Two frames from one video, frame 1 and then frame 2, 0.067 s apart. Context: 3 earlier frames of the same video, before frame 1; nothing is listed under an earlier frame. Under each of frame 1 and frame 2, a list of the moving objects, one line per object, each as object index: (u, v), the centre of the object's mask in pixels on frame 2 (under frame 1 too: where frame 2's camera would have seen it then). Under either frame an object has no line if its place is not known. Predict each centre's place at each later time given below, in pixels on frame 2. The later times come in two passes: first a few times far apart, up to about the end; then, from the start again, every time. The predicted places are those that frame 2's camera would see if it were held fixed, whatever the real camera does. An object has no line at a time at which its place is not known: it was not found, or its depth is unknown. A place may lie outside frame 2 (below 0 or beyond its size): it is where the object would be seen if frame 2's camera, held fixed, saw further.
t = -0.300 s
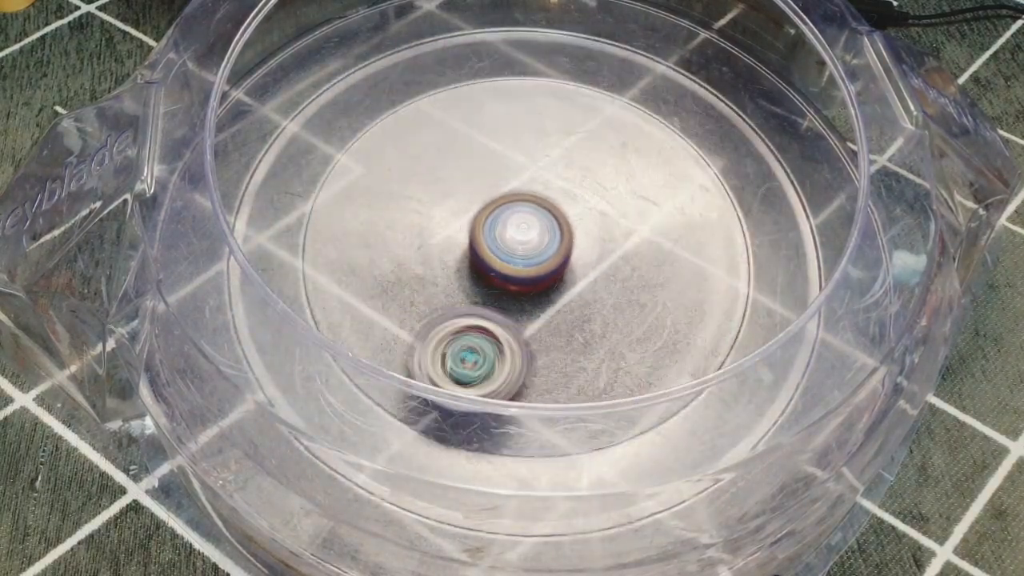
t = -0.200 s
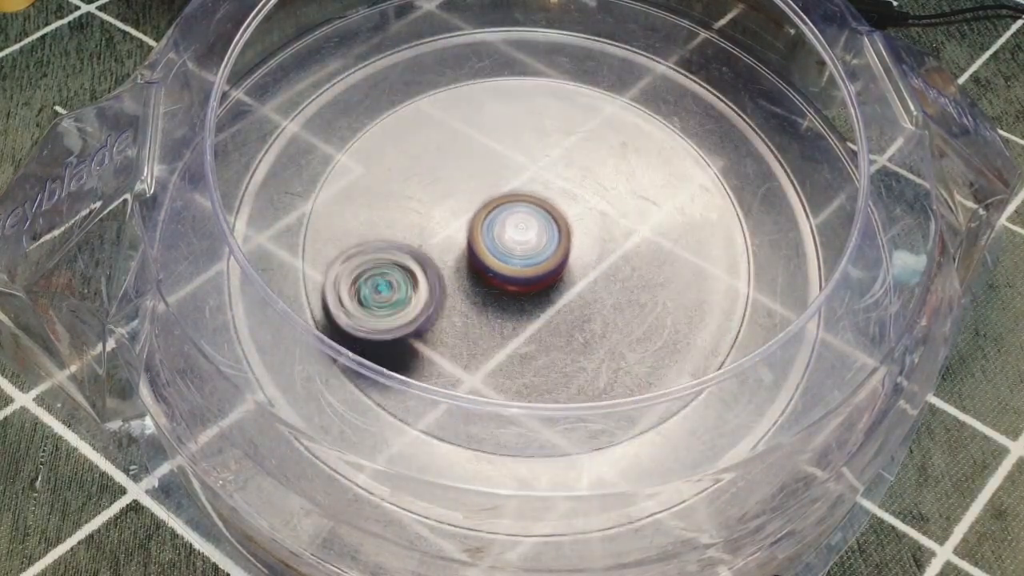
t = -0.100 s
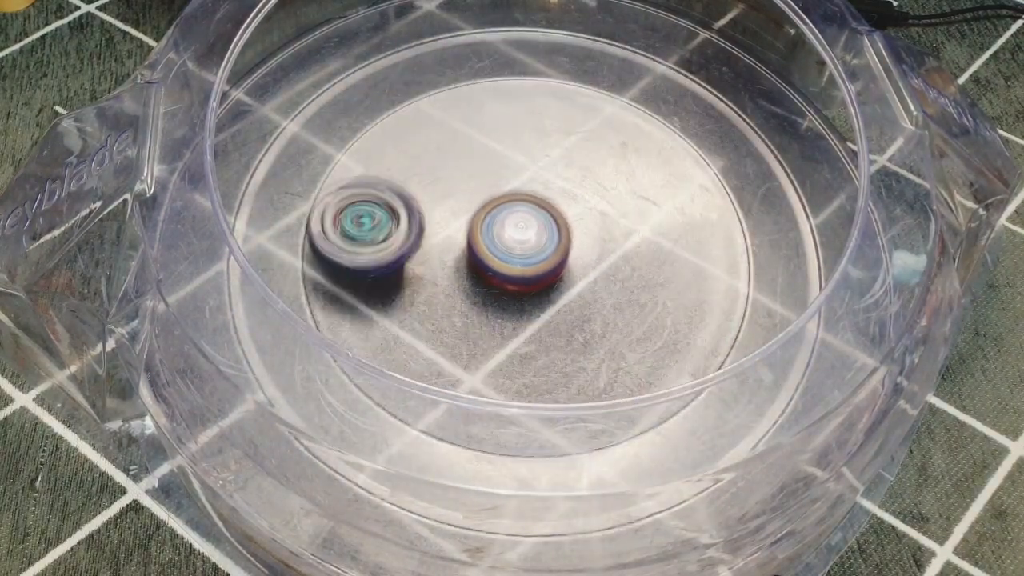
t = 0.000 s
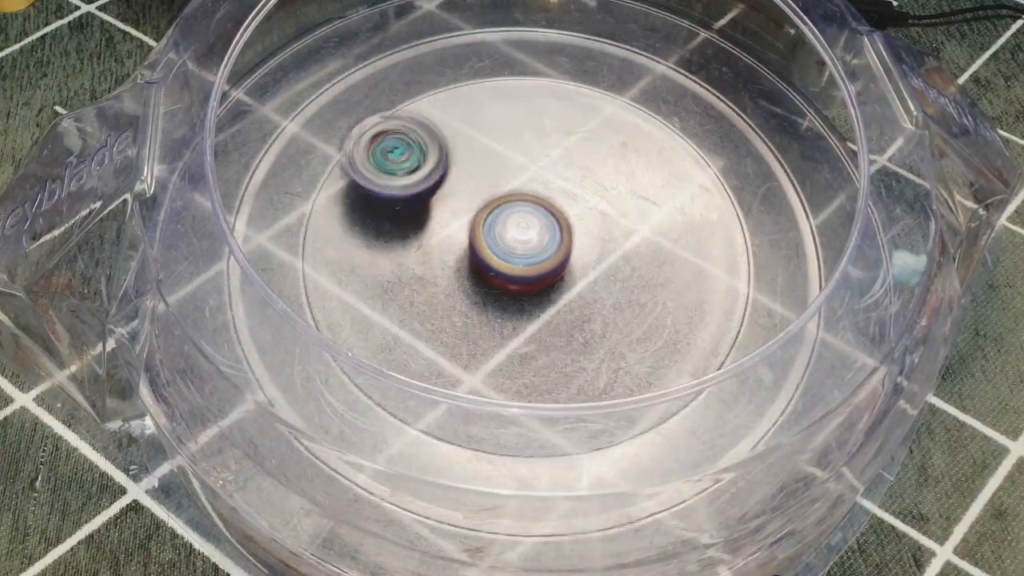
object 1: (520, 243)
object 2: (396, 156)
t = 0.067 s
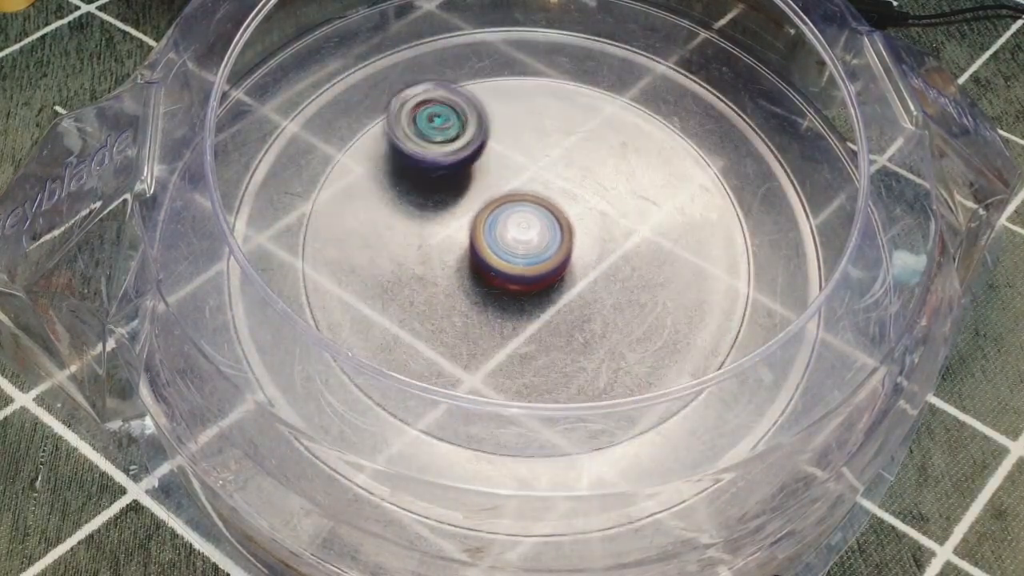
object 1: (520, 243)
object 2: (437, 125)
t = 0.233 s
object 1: (521, 245)
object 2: (573, 119)
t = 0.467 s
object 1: (525, 251)
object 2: (673, 263)
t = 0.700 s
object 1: (526, 254)
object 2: (491, 348)
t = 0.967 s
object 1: (525, 256)
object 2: (399, 179)
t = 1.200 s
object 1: (525, 255)
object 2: (569, 124)
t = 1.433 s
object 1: (525, 254)
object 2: (670, 256)
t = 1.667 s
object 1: (525, 250)
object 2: (483, 339)
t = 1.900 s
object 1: (524, 250)
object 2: (402, 187)
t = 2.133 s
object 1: (524, 247)
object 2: (564, 131)
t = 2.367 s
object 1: (522, 244)
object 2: (640, 273)
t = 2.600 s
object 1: (525, 242)
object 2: (470, 320)
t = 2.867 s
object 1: (524, 246)
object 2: (441, 167)
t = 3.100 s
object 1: (522, 251)
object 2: (588, 150)
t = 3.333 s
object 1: (509, 254)
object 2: (620, 266)
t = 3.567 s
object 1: (478, 230)
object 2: (554, 326)
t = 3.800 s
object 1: (496, 199)
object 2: (507, 302)
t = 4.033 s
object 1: (524, 193)
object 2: (515, 285)
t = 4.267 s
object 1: (549, 193)
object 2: (537, 299)
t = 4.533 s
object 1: (560, 204)
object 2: (559, 301)
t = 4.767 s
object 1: (549, 211)
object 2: (567, 310)
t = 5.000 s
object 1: (530, 219)
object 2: (568, 320)
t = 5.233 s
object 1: (485, 197)
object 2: (597, 334)
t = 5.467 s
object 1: (496, 214)
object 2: (583, 302)
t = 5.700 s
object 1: (488, 226)
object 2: (595, 274)
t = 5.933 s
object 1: (484, 235)
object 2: (651, 257)
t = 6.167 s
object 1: (512, 256)
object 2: (622, 221)
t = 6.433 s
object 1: (524, 272)
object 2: (588, 176)
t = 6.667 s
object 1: (543, 280)
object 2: (529, 145)
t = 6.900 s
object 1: (557, 272)
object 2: (464, 143)
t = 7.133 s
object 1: (558, 256)
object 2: (422, 185)
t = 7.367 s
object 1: (552, 236)
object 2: (437, 250)
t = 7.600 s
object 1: (550, 210)
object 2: (470, 324)
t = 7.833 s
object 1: (534, 207)
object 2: (544, 340)
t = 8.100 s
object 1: (512, 223)
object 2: (612, 295)
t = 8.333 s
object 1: (498, 242)
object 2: (620, 224)
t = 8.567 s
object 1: (496, 259)
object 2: (575, 168)
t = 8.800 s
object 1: (508, 271)
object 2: (498, 158)
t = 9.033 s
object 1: (527, 270)
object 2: (443, 189)
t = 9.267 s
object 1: (546, 262)
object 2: (431, 257)
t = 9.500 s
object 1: (555, 247)
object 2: (476, 305)
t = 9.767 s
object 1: (557, 217)
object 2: (554, 339)
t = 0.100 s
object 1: (520, 243)
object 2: (461, 117)
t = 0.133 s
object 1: (521, 244)
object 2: (488, 108)
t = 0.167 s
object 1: (521, 244)
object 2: (518, 107)
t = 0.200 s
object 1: (521, 244)
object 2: (545, 114)
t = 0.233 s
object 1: (521, 245)
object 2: (573, 119)
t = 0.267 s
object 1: (521, 245)
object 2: (599, 129)
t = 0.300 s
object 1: (522, 246)
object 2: (624, 145)
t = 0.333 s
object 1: (522, 246)
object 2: (645, 164)
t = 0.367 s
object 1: (523, 246)
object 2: (661, 186)
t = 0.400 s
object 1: (523, 248)
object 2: (673, 212)
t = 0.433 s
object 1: (524, 249)
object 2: (676, 238)
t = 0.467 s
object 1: (525, 251)
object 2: (673, 263)
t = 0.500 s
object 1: (525, 253)
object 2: (660, 290)
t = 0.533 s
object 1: (525, 254)
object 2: (642, 313)
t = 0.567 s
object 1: (526, 254)
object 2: (618, 332)
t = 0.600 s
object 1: (526, 255)
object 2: (590, 345)
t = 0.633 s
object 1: (526, 254)
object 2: (557, 354)
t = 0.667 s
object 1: (526, 254)
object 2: (522, 354)
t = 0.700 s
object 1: (526, 254)
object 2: (491, 348)
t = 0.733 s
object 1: (526, 254)
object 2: (461, 337)
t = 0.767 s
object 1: (525, 255)
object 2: (422, 313)
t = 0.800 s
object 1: (525, 255)
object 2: (404, 288)
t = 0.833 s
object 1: (525, 255)
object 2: (392, 264)
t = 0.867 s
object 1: (525, 255)
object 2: (388, 253)
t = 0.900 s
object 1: (525, 255)
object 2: (385, 226)
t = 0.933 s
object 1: (525, 256)
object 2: (389, 203)
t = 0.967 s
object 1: (525, 256)
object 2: (399, 179)
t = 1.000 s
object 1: (525, 256)
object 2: (414, 159)
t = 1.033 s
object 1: (524, 256)
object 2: (434, 144)
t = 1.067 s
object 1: (525, 256)
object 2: (458, 131)
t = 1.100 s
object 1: (525, 256)
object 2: (484, 120)
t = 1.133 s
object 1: (525, 255)
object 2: (513, 118)
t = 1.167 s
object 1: (525, 255)
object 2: (542, 117)
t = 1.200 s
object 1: (525, 255)
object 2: (569, 124)
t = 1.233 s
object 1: (525, 255)
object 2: (597, 138)
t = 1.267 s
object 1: (525, 255)
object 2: (621, 151)
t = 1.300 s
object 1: (525, 255)
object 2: (632, 161)
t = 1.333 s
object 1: (526, 255)
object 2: (650, 179)
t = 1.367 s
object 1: (526, 255)
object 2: (664, 204)
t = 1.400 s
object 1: (526, 255)
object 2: (672, 228)
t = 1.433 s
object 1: (525, 254)
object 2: (670, 256)
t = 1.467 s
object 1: (525, 254)
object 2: (658, 282)
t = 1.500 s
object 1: (524, 253)
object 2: (639, 308)
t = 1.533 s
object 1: (524, 253)
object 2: (615, 329)
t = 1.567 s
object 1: (523, 253)
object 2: (584, 342)
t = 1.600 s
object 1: (523, 251)
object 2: (552, 349)
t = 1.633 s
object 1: (524, 250)
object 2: (516, 348)
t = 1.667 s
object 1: (525, 250)
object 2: (483, 339)
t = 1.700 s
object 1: (525, 251)
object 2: (453, 325)
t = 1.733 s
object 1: (525, 251)
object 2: (428, 308)
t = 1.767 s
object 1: (525, 251)
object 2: (402, 272)
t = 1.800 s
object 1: (524, 251)
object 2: (391, 247)
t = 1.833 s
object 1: (524, 251)
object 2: (390, 222)
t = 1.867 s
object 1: (524, 251)
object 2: (393, 209)
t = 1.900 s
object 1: (524, 250)
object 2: (402, 187)
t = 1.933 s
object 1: (524, 250)
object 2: (416, 167)
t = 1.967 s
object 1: (524, 249)
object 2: (435, 151)
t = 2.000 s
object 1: (524, 249)
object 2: (459, 139)
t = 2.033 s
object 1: (523, 248)
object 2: (482, 126)
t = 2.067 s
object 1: (524, 247)
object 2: (508, 121)
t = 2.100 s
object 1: (524, 247)
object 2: (536, 122)
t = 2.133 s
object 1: (524, 247)
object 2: (564, 131)
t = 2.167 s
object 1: (524, 247)
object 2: (589, 142)
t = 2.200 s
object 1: (524, 246)
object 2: (614, 157)
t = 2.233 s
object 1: (524, 246)
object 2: (634, 176)
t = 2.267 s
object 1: (524, 246)
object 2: (647, 201)
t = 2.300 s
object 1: (523, 246)
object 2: (654, 224)
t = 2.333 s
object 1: (523, 245)
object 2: (650, 250)
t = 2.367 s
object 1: (522, 244)
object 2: (640, 273)
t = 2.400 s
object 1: (522, 244)
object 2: (625, 293)
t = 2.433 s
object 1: (522, 244)
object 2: (607, 312)
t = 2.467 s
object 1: (521, 243)
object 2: (583, 327)
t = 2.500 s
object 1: (521, 242)
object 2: (554, 336)
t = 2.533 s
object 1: (522, 242)
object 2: (527, 340)
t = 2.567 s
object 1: (524, 241)
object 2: (497, 333)
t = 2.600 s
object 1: (525, 242)
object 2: (470, 320)
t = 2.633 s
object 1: (525, 244)
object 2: (445, 305)
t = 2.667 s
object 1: (524, 245)
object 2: (425, 285)
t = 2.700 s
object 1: (524, 246)
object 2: (410, 264)
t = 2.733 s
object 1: (523, 246)
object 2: (405, 238)
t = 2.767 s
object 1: (522, 246)
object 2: (411, 209)
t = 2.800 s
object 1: (522, 246)
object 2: (422, 191)
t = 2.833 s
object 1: (523, 246)
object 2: (434, 172)
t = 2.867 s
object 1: (524, 246)
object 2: (441, 167)
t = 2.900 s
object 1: (524, 245)
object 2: (460, 152)
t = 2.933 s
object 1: (524, 245)
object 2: (481, 142)
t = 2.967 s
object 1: (524, 245)
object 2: (504, 138)
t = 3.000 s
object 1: (523, 245)
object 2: (527, 139)
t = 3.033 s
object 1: (524, 248)
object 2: (548, 139)
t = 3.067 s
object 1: (523, 250)
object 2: (568, 142)
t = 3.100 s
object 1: (522, 251)
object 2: (588, 150)
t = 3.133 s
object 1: (521, 252)
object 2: (606, 160)
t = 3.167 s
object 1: (521, 252)
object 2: (620, 174)
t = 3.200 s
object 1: (519, 253)
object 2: (629, 191)
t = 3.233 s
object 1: (519, 253)
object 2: (634, 212)
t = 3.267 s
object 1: (518, 254)
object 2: (632, 233)
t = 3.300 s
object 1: (512, 254)
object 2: (628, 250)
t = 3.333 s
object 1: (509, 254)
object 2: (620, 266)
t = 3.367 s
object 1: (504, 253)
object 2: (613, 280)
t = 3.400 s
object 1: (500, 252)
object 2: (605, 293)
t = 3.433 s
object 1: (497, 250)
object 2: (593, 302)
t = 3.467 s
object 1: (493, 247)
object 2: (577, 308)
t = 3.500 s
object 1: (484, 240)
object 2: (574, 317)
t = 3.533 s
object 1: (479, 234)
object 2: (565, 323)
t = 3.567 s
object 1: (478, 230)
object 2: (554, 326)
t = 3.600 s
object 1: (479, 227)
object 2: (539, 324)
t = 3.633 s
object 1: (481, 224)
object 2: (527, 320)
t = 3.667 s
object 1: (483, 219)
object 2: (516, 311)
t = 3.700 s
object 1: (485, 215)
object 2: (510, 305)
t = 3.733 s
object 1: (486, 211)
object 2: (509, 303)
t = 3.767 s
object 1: (493, 206)
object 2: (505, 297)
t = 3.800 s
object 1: (496, 199)
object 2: (507, 302)
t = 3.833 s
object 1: (499, 193)
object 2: (508, 304)
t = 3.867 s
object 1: (504, 192)
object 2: (507, 303)
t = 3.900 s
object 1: (509, 190)
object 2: (507, 300)
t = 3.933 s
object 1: (512, 191)
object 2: (508, 298)
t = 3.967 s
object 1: (517, 192)
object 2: (510, 293)
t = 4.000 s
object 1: (520, 192)
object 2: (512, 290)
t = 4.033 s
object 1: (524, 193)
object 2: (515, 285)
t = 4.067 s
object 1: (528, 192)
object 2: (521, 287)
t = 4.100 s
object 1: (531, 183)
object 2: (526, 295)
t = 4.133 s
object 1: (534, 183)
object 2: (528, 301)
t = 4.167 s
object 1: (538, 184)
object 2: (530, 303)
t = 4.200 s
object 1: (541, 187)
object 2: (532, 303)
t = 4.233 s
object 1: (546, 190)
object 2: (533, 301)
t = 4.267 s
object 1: (549, 193)
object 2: (537, 299)
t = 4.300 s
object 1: (552, 197)
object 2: (540, 296)
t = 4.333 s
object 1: (555, 200)
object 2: (543, 292)
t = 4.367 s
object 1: (557, 199)
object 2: (548, 294)
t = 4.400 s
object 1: (557, 198)
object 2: (551, 297)
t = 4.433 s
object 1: (558, 201)
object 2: (552, 298)
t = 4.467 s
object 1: (560, 202)
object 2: (553, 297)
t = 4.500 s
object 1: (561, 205)
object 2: (554, 295)
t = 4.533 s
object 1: (560, 204)
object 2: (559, 301)
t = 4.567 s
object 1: (557, 201)
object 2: (559, 308)
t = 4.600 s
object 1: (556, 202)
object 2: (558, 311)
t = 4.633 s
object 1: (557, 205)
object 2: (559, 312)
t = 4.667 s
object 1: (556, 207)
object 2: (560, 312)
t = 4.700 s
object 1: (555, 210)
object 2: (561, 309)
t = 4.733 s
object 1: (555, 212)
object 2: (561, 305)
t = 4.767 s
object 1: (549, 211)
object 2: (567, 310)
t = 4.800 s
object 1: (543, 207)
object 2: (572, 319)
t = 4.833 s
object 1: (538, 208)
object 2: (573, 324)
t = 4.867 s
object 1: (538, 210)
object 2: (573, 327)
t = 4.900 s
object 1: (537, 211)
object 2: (573, 327)
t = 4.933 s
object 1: (535, 214)
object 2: (572, 326)
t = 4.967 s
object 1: (533, 216)
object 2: (570, 324)
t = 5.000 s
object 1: (530, 219)
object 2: (568, 320)
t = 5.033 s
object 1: (527, 221)
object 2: (566, 315)
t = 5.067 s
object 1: (524, 223)
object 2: (565, 309)
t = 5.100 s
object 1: (519, 222)
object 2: (568, 308)
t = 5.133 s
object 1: (505, 210)
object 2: (585, 321)
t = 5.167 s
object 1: (494, 201)
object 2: (594, 328)
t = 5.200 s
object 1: (487, 197)
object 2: (597, 332)
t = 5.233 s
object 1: (485, 197)
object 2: (597, 334)
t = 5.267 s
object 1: (487, 197)
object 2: (596, 332)
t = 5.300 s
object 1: (488, 198)
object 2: (595, 330)
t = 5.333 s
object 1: (489, 201)
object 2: (594, 324)
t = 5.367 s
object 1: (491, 204)
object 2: (592, 319)
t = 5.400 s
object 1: (493, 207)
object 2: (589, 313)
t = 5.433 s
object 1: (495, 210)
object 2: (586, 308)
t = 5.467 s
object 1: (496, 214)
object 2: (583, 302)
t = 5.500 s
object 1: (498, 218)
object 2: (578, 294)
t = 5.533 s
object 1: (498, 221)
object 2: (574, 286)
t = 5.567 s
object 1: (493, 220)
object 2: (582, 285)
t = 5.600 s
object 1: (490, 221)
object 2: (586, 284)
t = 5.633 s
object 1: (491, 222)
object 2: (586, 281)
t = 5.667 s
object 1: (491, 225)
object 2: (586, 277)
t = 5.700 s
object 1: (488, 226)
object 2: (595, 274)
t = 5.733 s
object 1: (477, 223)
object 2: (616, 272)
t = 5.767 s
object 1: (470, 223)
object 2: (639, 270)
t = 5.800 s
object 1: (472, 225)
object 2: (646, 269)
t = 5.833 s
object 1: (475, 227)
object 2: (651, 266)
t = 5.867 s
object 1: (478, 230)
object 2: (652, 263)
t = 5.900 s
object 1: (480, 232)
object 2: (652, 262)
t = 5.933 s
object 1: (484, 235)
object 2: (651, 257)
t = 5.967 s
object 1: (489, 239)
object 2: (649, 252)
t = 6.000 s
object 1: (493, 242)
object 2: (647, 247)
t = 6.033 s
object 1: (496, 245)
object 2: (644, 242)
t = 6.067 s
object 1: (500, 248)
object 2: (640, 236)
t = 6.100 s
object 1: (504, 251)
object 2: (635, 231)
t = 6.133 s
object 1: (508, 254)
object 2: (628, 226)
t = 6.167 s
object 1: (512, 256)
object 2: (622, 221)
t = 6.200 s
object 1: (510, 262)
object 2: (623, 211)
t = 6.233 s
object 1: (507, 265)
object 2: (624, 202)
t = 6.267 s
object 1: (509, 267)
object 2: (622, 197)
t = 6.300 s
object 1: (511, 268)
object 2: (618, 191)
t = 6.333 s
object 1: (515, 270)
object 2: (612, 186)
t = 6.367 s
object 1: (518, 271)
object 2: (604, 182)
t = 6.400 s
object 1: (521, 271)
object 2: (596, 178)
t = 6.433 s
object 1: (524, 272)
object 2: (588, 176)
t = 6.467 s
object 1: (527, 272)
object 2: (579, 175)
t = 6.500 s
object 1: (529, 273)
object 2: (570, 174)
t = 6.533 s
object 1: (532, 274)
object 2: (560, 171)
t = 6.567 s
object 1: (536, 280)
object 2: (550, 160)
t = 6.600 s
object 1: (539, 280)
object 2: (542, 153)
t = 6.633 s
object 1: (541, 280)
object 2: (533, 147)
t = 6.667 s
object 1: (543, 280)
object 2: (529, 145)
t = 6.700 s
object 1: (546, 280)
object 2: (519, 143)
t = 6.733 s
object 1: (548, 279)
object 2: (510, 140)
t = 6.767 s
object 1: (550, 278)
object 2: (500, 139)
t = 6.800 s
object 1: (553, 276)
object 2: (487, 138)
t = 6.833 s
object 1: (555, 274)
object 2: (477, 141)
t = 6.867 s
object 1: (556, 273)
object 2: (468, 142)
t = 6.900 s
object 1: (557, 272)
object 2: (464, 143)
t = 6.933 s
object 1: (558, 270)
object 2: (455, 145)
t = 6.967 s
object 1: (559, 269)
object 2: (448, 148)
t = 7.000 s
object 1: (559, 266)
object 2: (441, 154)
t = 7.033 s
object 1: (559, 264)
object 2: (435, 161)
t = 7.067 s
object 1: (559, 261)
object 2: (429, 168)
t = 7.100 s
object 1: (558, 259)
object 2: (425, 176)
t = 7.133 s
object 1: (558, 256)
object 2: (422, 185)
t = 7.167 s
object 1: (558, 253)
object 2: (420, 193)
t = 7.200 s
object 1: (557, 250)
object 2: (419, 203)
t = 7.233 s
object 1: (557, 247)
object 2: (420, 212)
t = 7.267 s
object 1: (556, 244)
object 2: (422, 223)
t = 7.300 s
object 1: (555, 241)
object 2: (426, 232)
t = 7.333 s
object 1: (553, 239)
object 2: (431, 242)
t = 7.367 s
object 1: (552, 236)
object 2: (437, 250)
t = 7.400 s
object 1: (551, 234)
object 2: (444, 260)
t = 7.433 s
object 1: (549, 233)
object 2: (451, 268)
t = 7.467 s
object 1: (548, 229)
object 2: (459, 278)
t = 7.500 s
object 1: (551, 219)
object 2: (458, 294)
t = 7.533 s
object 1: (552, 214)
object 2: (459, 309)
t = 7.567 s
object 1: (551, 211)
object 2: (463, 316)
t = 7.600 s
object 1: (550, 210)
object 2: (470, 324)
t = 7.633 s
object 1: (549, 208)
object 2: (478, 329)
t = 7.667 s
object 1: (546, 208)
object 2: (487, 334)
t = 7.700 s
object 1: (544, 208)
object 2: (498, 339)
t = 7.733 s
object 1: (541, 207)
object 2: (509, 342)
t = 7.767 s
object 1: (539, 207)
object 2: (520, 343)
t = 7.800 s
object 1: (536, 207)
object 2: (532, 341)
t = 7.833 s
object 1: (534, 207)
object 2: (544, 340)
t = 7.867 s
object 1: (531, 208)
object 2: (555, 337)
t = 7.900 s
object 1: (528, 209)
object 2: (567, 334)
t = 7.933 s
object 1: (525, 210)
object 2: (578, 329)
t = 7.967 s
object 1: (523, 212)
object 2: (586, 325)
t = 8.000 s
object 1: (520, 214)
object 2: (595, 320)
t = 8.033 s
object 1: (518, 217)
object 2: (602, 311)
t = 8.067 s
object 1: (515, 219)
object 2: (608, 304)
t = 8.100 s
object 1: (512, 223)
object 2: (612, 295)
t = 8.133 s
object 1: (510, 225)
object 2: (614, 283)
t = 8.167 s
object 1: (509, 228)
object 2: (616, 275)
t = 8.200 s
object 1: (507, 231)
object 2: (616, 264)
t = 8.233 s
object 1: (506, 233)
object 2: (616, 253)
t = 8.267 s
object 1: (502, 236)
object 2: (619, 242)
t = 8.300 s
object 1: (499, 239)
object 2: (620, 232)
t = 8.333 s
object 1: (498, 242)
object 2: (620, 224)
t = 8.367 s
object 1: (497, 246)
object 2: (617, 214)
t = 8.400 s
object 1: (496, 248)
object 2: (612, 204)
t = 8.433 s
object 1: (495, 251)
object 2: (609, 194)
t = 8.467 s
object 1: (495, 253)
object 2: (600, 187)
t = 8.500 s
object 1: (495, 254)
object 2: (594, 180)
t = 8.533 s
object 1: (495, 257)
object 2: (585, 174)
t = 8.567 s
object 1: (496, 259)
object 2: (575, 168)
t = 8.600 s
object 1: (497, 261)
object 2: (566, 163)
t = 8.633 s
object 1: (498, 263)
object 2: (556, 159)
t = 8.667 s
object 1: (500, 265)
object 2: (547, 158)
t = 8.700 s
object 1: (502, 267)
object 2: (536, 157)
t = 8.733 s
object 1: (504, 268)
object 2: (524, 156)
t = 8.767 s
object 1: (506, 270)
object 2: (514, 156)
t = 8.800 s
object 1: (508, 271)
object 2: (498, 158)
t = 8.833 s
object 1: (511, 271)
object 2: (487, 160)
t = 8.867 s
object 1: (514, 271)
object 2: (478, 163)
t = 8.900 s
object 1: (515, 272)
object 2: (473, 165)
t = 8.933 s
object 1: (518, 272)
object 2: (463, 170)
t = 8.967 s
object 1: (521, 271)
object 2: (457, 175)
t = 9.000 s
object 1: (523, 271)
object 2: (450, 182)
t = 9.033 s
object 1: (527, 270)
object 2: (443, 189)
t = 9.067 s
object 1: (530, 269)
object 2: (436, 198)
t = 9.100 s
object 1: (534, 268)
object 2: (433, 206)
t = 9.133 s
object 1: (537, 267)
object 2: (429, 215)
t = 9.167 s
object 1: (539, 265)
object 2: (427, 224)
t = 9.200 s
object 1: (542, 264)
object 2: (426, 234)
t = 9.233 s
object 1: (544, 263)
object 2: (428, 245)
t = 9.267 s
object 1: (546, 262)
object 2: (431, 257)
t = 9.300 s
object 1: (548, 259)
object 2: (433, 267)
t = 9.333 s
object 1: (549, 257)
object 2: (436, 276)
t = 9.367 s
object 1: (551, 257)
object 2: (440, 281)
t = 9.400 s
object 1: (553, 254)
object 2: (446, 287)
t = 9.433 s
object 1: (553, 252)
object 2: (454, 293)
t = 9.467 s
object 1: (554, 250)
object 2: (465, 300)
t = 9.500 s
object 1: (555, 247)
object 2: (476, 305)
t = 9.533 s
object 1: (555, 245)
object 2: (486, 311)
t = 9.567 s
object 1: (557, 238)
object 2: (494, 320)
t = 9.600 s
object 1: (560, 229)
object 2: (501, 330)
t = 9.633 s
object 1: (561, 225)
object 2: (509, 337)
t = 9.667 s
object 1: (560, 222)
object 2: (519, 340)
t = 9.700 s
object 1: (559, 220)
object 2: (530, 339)
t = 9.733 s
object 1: (558, 218)
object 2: (543, 339)
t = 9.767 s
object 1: (557, 217)
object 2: (554, 339)
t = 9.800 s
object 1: (555, 216)
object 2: (570, 335)
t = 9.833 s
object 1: (553, 214)
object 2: (580, 331)
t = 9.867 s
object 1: (551, 213)
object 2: (589, 325)
